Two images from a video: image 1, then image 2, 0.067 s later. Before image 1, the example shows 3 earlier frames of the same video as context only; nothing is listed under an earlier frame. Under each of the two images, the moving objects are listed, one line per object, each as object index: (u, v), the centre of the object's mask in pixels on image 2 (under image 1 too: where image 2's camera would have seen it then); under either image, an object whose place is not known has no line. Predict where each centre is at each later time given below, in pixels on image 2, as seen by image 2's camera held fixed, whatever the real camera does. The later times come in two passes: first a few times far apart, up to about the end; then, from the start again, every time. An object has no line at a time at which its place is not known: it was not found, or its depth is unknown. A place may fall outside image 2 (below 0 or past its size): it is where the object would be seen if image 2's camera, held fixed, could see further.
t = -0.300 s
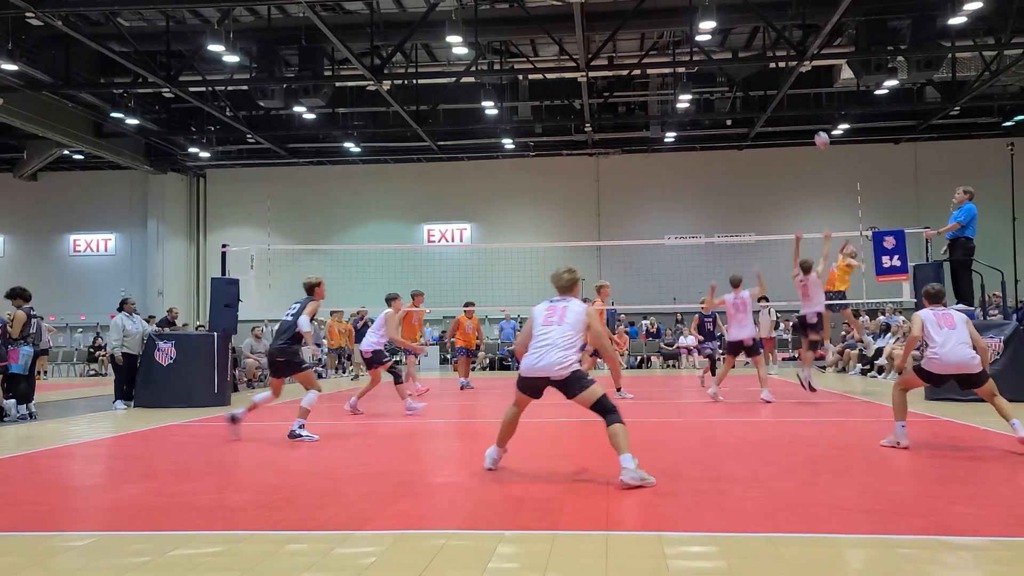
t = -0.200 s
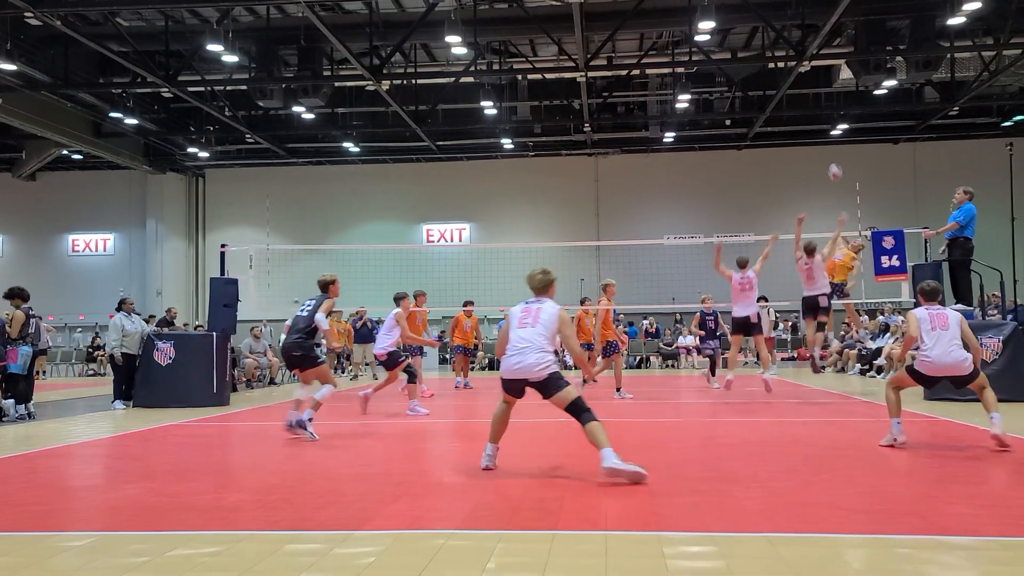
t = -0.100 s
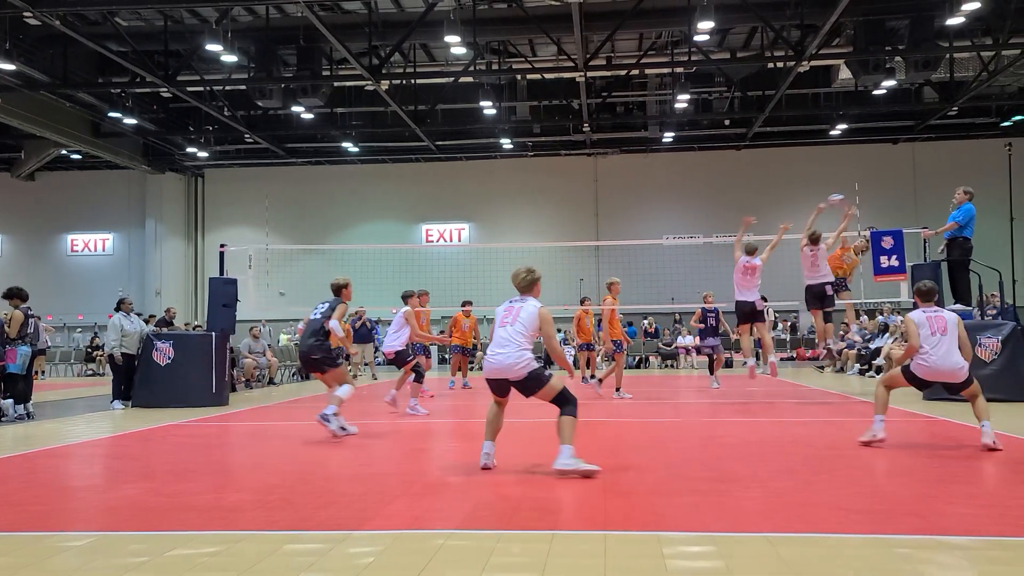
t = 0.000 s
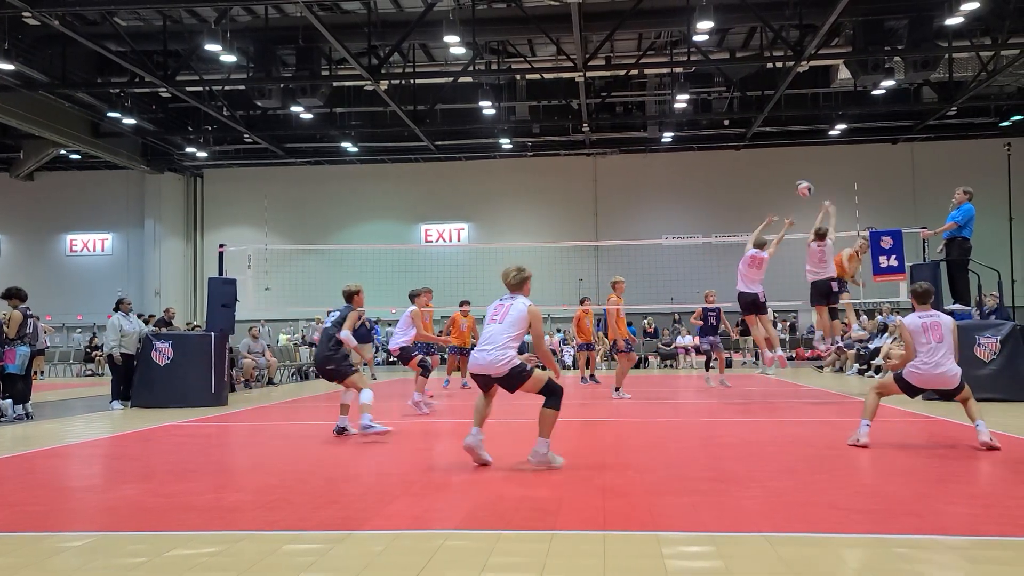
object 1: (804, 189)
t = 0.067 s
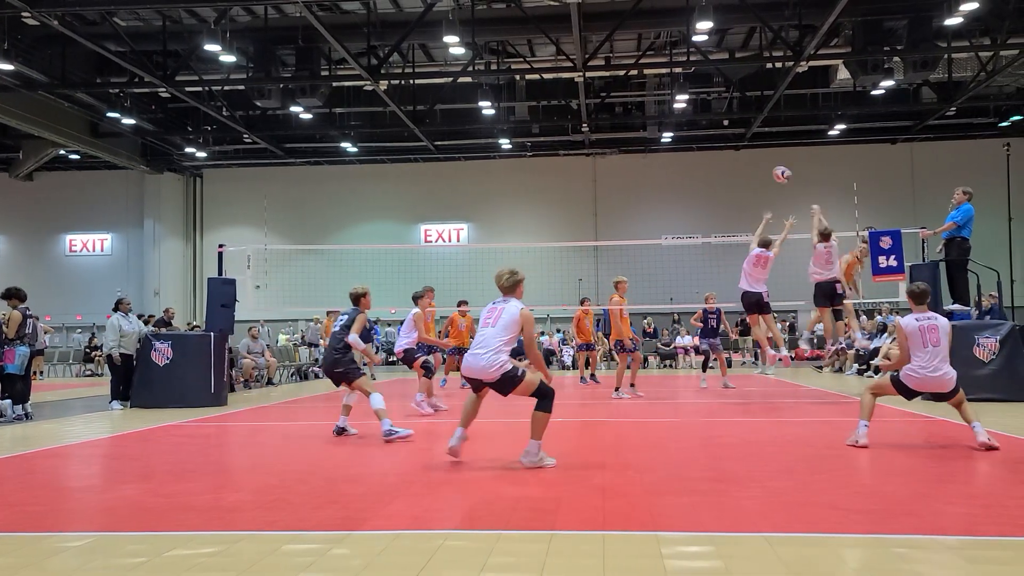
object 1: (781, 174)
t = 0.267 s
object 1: (715, 150)
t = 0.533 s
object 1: (612, 172)
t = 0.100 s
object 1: (771, 169)
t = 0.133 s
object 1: (760, 163)
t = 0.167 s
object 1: (749, 159)
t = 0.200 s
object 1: (738, 155)
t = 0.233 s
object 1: (726, 152)
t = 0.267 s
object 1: (715, 150)
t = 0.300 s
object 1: (703, 149)
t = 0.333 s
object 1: (691, 149)
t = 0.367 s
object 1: (678, 150)
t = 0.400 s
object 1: (666, 152)
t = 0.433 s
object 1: (652, 155)
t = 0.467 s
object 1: (640, 160)
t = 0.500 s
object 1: (627, 165)
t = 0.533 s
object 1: (612, 172)
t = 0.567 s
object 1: (598, 181)
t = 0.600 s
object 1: (584, 192)
